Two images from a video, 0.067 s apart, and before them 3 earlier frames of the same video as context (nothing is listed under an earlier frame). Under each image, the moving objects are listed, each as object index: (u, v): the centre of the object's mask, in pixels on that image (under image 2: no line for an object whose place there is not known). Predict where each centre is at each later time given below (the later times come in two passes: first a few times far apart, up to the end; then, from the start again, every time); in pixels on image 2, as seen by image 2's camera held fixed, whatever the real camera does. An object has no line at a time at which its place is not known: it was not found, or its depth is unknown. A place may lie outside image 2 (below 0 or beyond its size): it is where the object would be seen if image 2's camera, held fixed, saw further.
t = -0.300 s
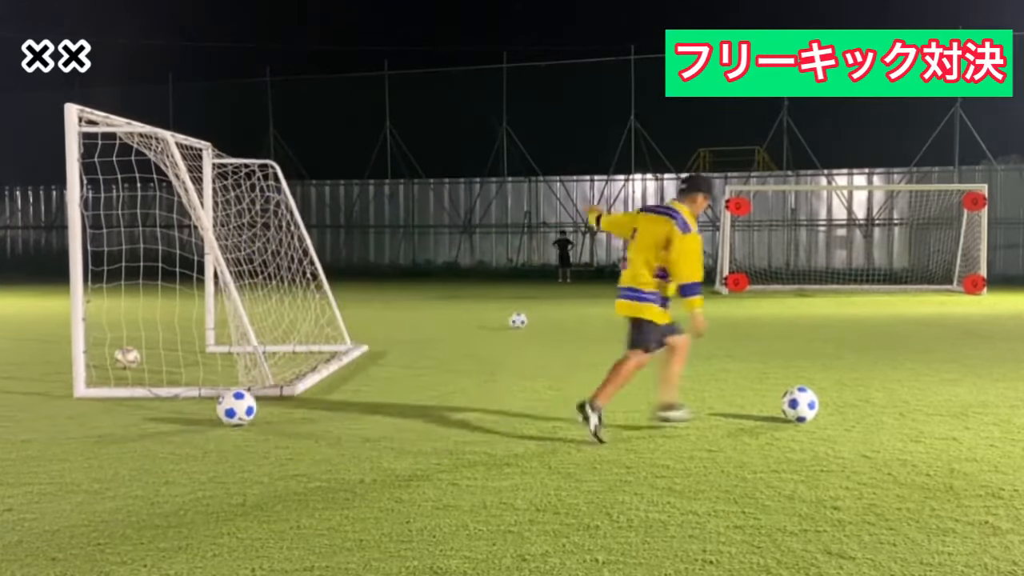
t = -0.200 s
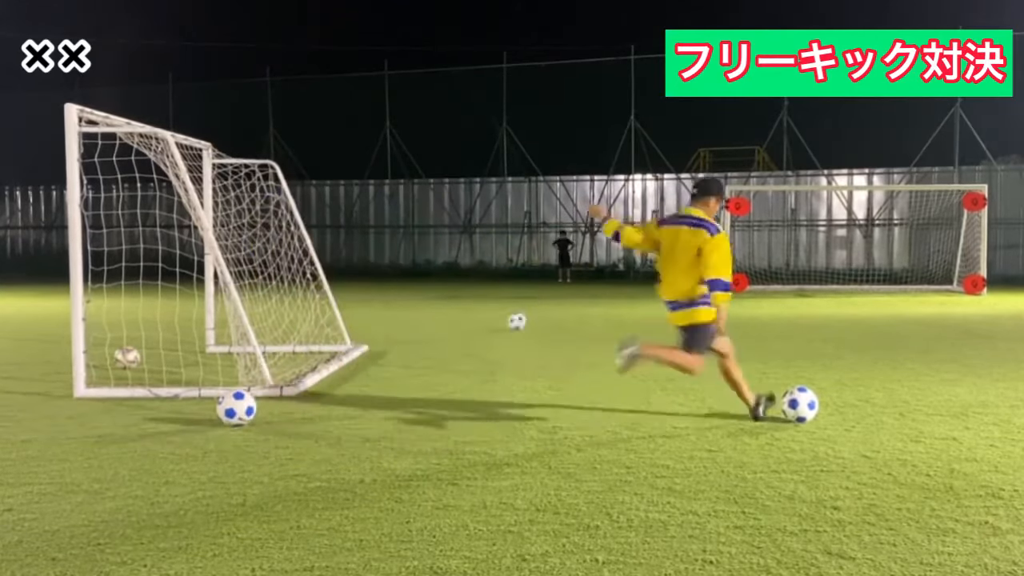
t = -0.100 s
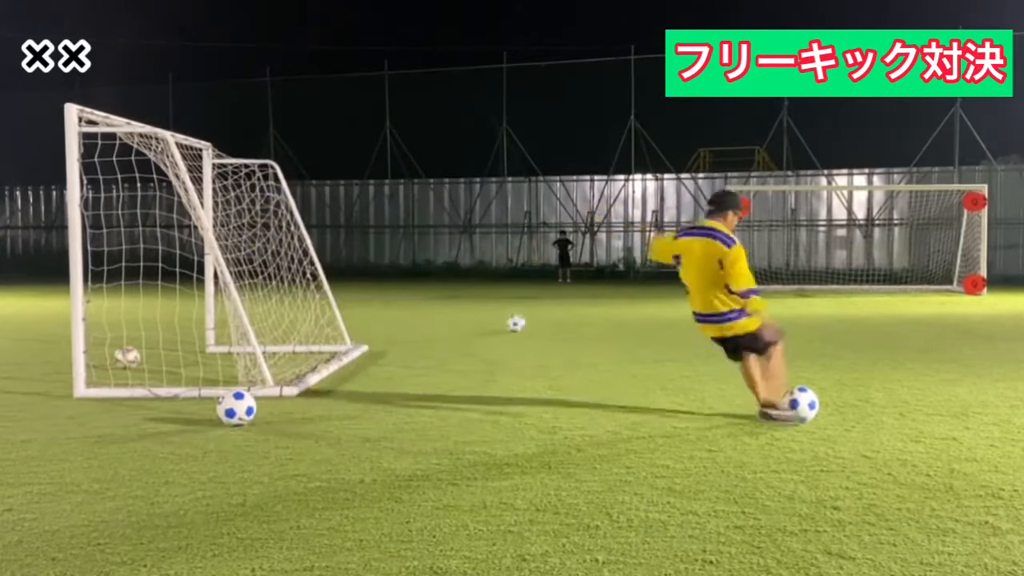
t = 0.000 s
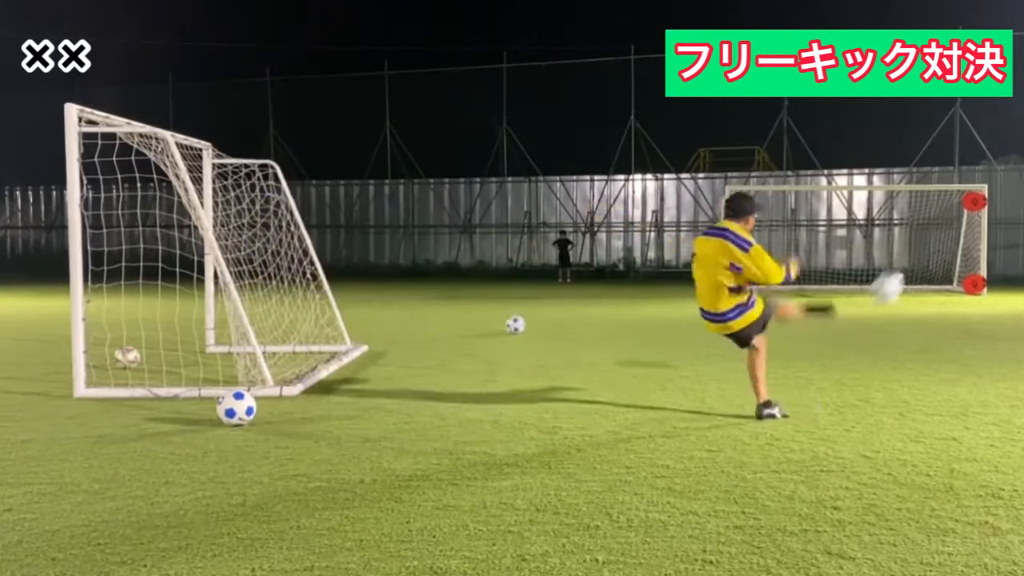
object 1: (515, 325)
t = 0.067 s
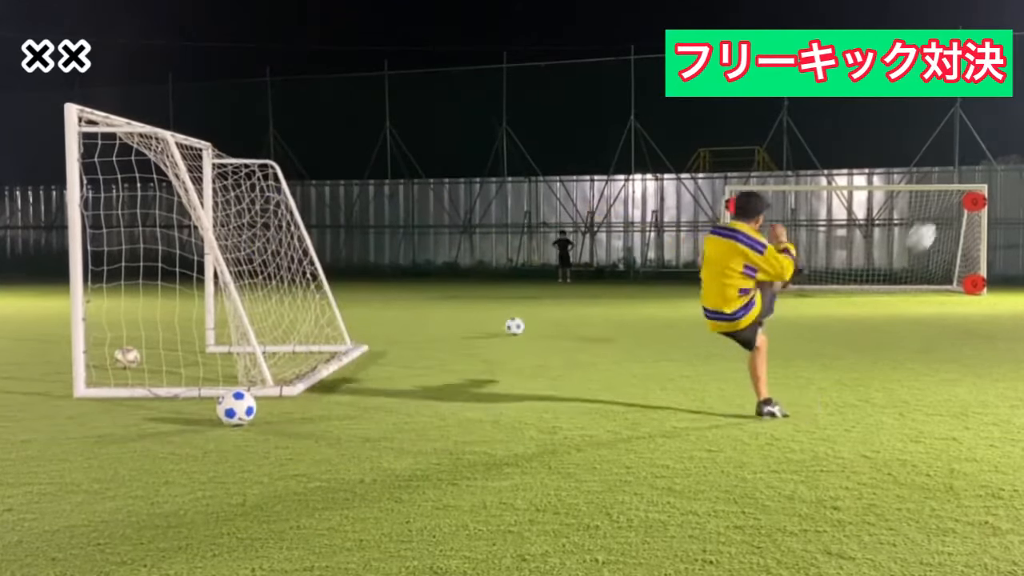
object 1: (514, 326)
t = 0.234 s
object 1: (513, 329)
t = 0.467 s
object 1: (510, 335)
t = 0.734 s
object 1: (507, 340)
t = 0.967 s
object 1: (505, 346)
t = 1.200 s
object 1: (502, 352)
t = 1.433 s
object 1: (499, 358)
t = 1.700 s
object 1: (496, 366)
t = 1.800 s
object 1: (494, 370)
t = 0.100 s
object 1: (514, 327)
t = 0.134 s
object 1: (514, 327)
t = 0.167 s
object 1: (513, 327)
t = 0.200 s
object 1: (513, 329)
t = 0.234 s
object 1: (513, 329)
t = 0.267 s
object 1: (512, 330)
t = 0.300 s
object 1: (512, 330)
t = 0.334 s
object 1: (512, 331)
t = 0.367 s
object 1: (511, 332)
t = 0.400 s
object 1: (511, 333)
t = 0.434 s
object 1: (510, 333)
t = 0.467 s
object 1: (510, 335)
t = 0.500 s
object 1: (510, 335)
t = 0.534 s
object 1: (510, 335)
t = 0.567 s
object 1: (509, 336)
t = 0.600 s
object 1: (509, 337)
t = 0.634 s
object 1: (509, 338)
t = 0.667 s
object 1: (508, 338)
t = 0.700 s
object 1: (508, 339)
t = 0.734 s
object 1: (507, 340)
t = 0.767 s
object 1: (507, 341)
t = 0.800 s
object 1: (506, 341)
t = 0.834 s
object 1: (506, 343)
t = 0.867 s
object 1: (506, 343)
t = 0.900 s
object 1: (505, 344)
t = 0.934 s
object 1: (505, 344)
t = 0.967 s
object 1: (505, 346)
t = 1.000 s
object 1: (504, 346)
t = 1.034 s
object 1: (504, 347)
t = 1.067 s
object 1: (503, 348)
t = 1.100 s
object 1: (503, 349)
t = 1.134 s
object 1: (502, 350)
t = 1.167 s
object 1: (502, 351)
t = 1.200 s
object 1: (502, 352)
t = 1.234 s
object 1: (502, 352)
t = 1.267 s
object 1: (501, 354)
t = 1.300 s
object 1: (501, 354)
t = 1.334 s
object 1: (500, 355)
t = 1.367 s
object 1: (500, 356)
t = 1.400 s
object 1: (500, 357)
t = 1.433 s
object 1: (499, 358)
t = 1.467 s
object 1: (499, 359)
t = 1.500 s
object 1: (498, 360)
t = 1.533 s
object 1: (498, 361)
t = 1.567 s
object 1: (498, 362)
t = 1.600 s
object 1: (497, 363)
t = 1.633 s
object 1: (497, 364)
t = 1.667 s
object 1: (496, 366)
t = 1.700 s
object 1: (496, 366)
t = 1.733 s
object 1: (495, 367)
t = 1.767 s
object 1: (495, 369)
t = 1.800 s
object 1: (494, 370)
